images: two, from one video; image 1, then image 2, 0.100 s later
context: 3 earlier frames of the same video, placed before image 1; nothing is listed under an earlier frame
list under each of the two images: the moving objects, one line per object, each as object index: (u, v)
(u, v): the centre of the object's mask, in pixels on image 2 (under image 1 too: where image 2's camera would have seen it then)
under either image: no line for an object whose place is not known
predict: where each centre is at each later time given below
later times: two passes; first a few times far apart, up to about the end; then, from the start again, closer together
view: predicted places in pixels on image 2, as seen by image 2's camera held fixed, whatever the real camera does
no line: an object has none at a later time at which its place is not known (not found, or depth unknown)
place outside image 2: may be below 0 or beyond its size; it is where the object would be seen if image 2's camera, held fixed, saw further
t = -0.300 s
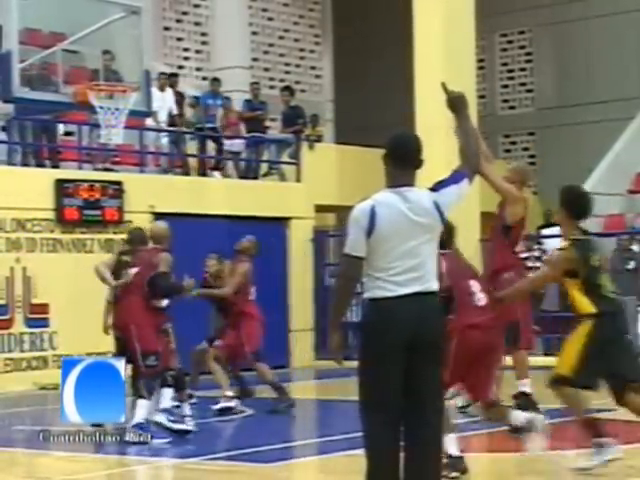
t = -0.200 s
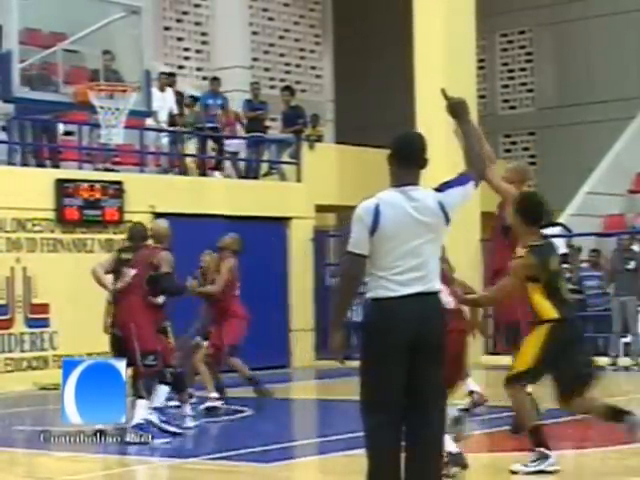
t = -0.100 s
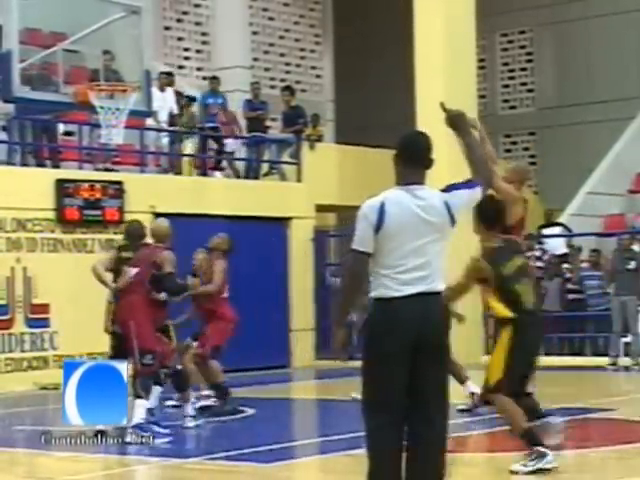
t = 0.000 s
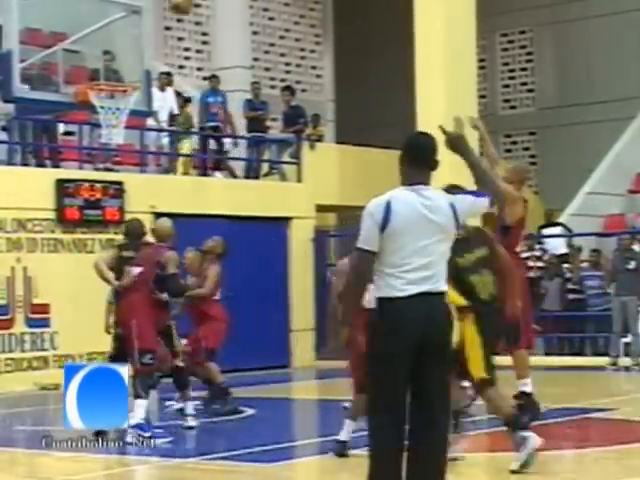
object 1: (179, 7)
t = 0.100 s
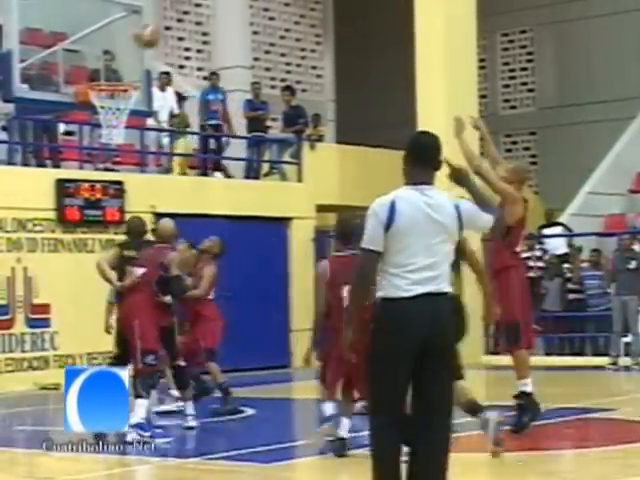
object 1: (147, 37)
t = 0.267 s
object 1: (102, 83)
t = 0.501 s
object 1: (96, 104)
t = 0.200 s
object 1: (119, 75)
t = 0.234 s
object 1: (111, 75)
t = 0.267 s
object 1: (102, 83)
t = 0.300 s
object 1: (105, 85)
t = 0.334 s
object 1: (117, 87)
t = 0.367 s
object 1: (126, 90)
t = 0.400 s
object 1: (119, 95)
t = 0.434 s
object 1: (110, 99)
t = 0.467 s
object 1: (101, 103)
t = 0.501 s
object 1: (96, 104)
